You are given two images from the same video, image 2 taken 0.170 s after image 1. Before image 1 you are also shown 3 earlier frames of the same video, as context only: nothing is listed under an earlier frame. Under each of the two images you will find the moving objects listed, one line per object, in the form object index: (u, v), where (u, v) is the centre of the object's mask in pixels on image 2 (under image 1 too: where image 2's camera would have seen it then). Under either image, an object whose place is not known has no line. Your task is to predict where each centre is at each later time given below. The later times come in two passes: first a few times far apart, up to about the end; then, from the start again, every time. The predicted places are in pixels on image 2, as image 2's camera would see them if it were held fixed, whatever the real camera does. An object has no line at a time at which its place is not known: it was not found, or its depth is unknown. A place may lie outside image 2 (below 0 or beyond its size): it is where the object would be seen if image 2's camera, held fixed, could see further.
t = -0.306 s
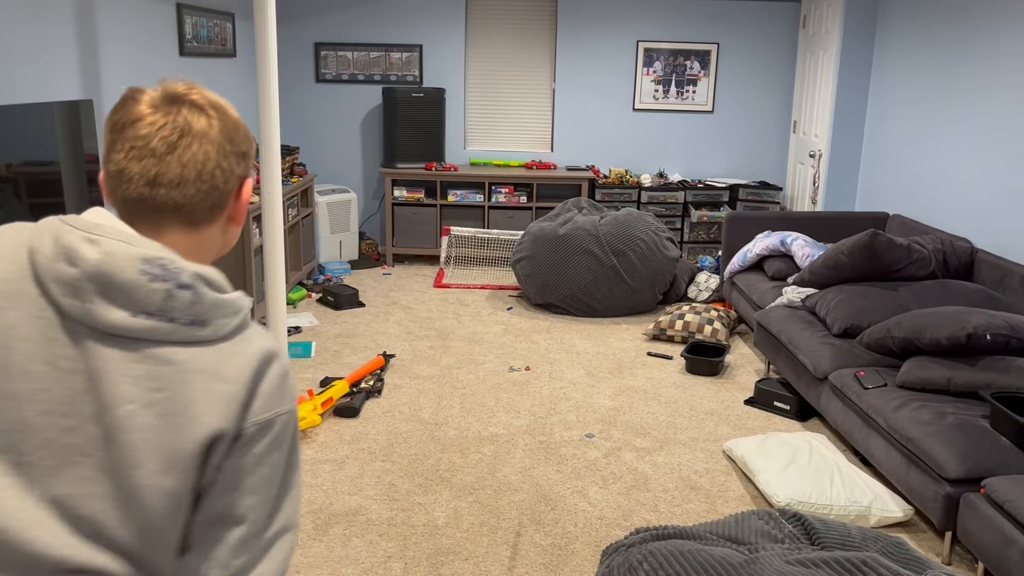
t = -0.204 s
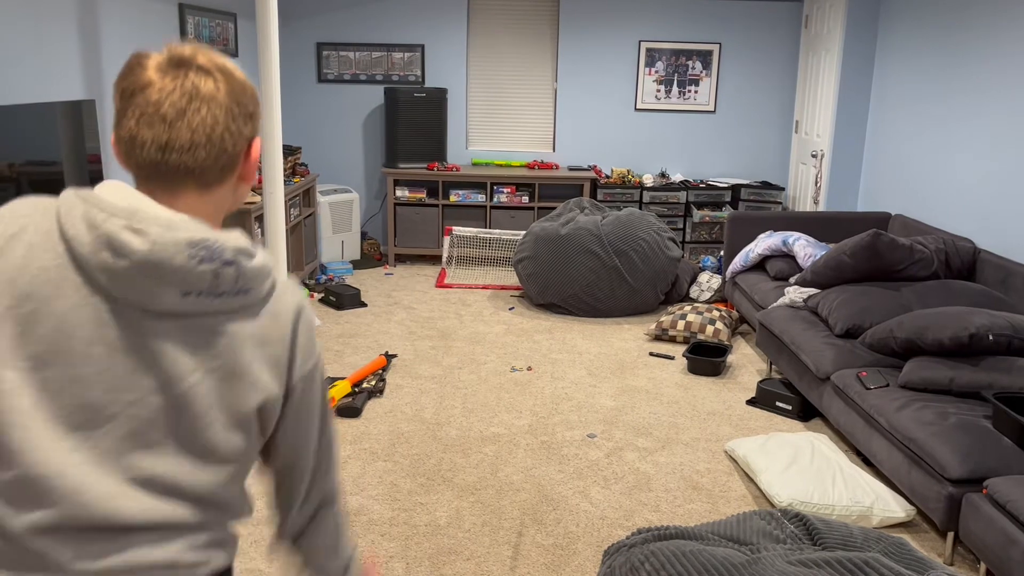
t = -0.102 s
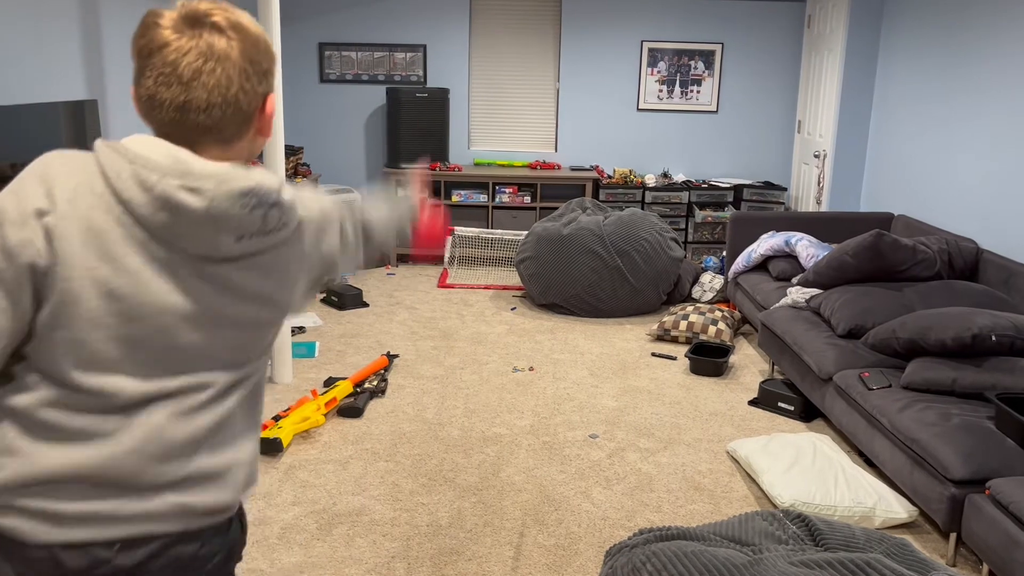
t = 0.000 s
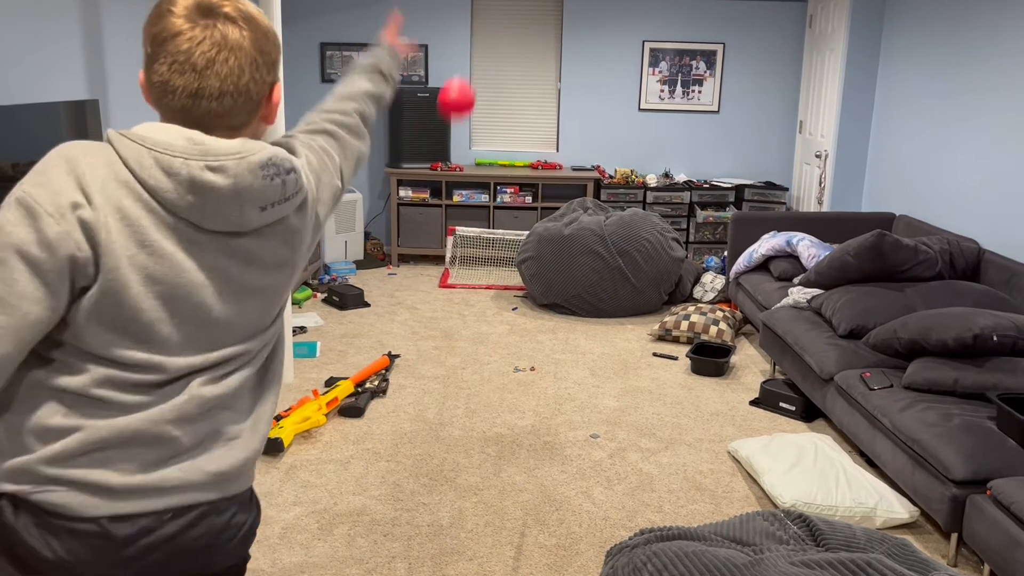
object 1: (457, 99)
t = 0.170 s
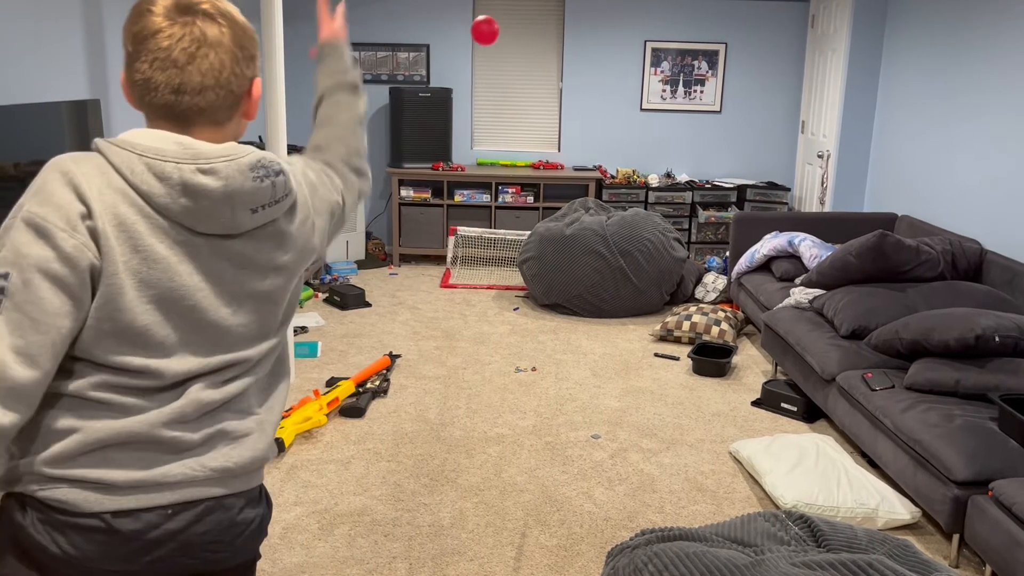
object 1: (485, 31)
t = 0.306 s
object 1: (497, 40)
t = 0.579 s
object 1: (509, 138)
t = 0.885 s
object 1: (515, 220)
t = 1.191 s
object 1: (515, 247)
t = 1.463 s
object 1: (515, 255)
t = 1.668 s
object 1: (515, 266)
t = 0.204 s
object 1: (488, 30)
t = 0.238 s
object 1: (491, 31)
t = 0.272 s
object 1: (494, 34)
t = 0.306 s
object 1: (497, 40)
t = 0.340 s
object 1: (499, 47)
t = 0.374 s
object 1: (501, 56)
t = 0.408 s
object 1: (503, 66)
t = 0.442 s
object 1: (504, 79)
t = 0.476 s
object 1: (506, 92)
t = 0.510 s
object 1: (507, 106)
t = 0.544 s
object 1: (508, 122)
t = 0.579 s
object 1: (509, 138)
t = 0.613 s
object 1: (510, 154)
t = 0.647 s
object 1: (511, 172)
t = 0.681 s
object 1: (512, 188)
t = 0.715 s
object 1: (513, 206)
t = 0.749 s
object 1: (514, 222)
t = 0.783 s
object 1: (513, 225)
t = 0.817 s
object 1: (514, 222)
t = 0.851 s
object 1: (515, 220)
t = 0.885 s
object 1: (515, 220)
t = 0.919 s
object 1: (515, 220)
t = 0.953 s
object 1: (516, 222)
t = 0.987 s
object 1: (516, 224)
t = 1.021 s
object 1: (516, 226)
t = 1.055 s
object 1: (517, 228)
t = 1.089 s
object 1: (517, 229)
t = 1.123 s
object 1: (514, 246)
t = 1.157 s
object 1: (514, 247)
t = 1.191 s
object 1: (515, 247)
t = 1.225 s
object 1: (514, 260)
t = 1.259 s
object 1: (513, 264)
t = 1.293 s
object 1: (513, 261)
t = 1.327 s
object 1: (514, 258)
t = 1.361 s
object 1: (515, 254)
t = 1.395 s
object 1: (515, 252)
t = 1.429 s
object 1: (515, 252)
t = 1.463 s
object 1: (515, 255)
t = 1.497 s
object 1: (514, 261)
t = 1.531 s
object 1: (515, 270)
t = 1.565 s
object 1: (515, 270)
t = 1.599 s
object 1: (516, 269)
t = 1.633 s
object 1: (516, 268)
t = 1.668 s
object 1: (515, 266)
